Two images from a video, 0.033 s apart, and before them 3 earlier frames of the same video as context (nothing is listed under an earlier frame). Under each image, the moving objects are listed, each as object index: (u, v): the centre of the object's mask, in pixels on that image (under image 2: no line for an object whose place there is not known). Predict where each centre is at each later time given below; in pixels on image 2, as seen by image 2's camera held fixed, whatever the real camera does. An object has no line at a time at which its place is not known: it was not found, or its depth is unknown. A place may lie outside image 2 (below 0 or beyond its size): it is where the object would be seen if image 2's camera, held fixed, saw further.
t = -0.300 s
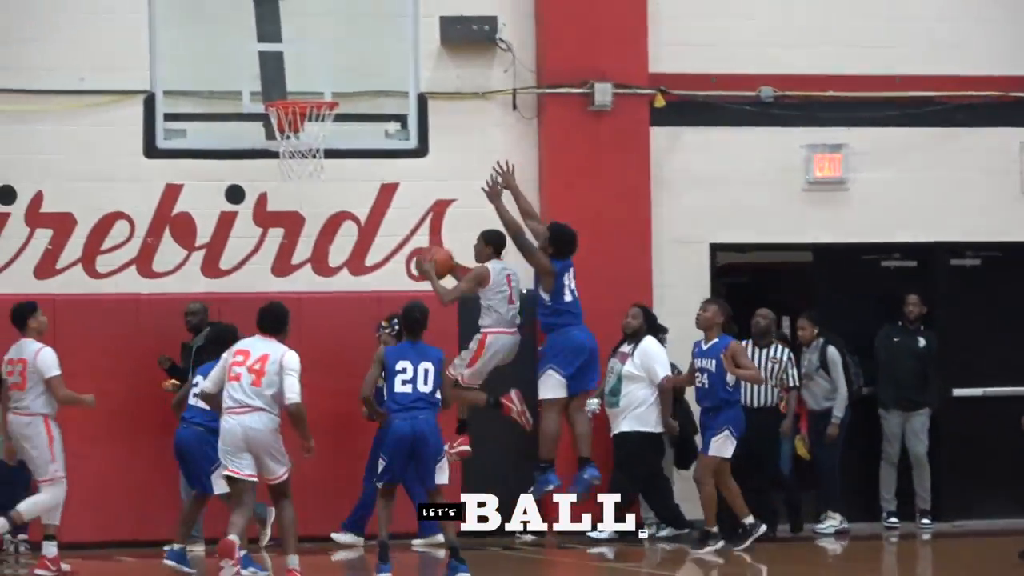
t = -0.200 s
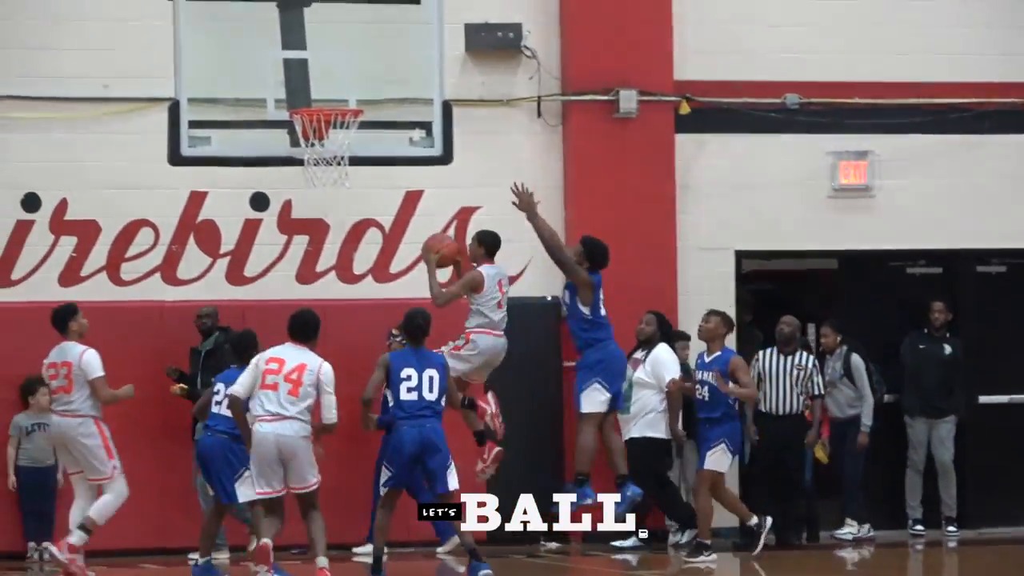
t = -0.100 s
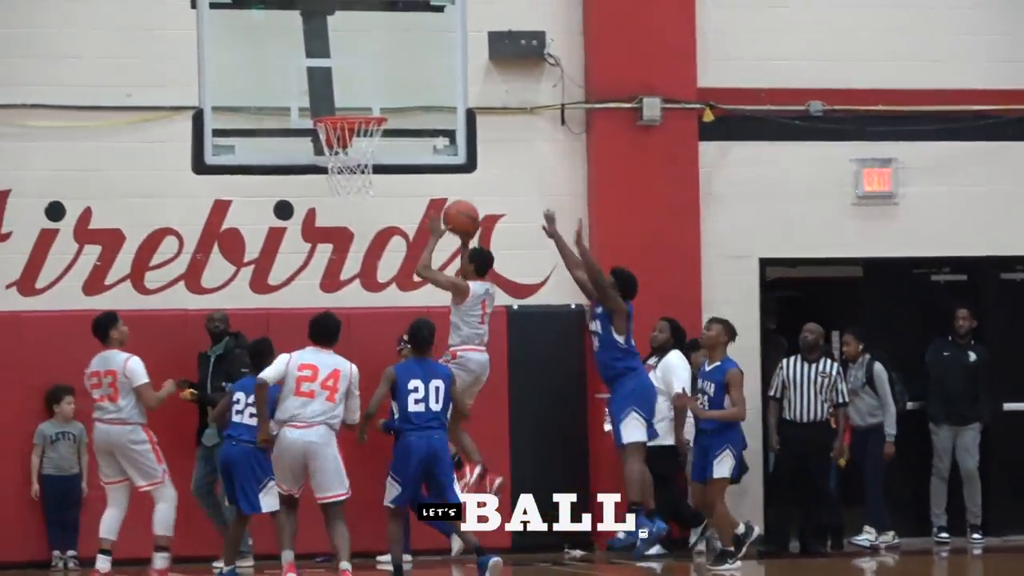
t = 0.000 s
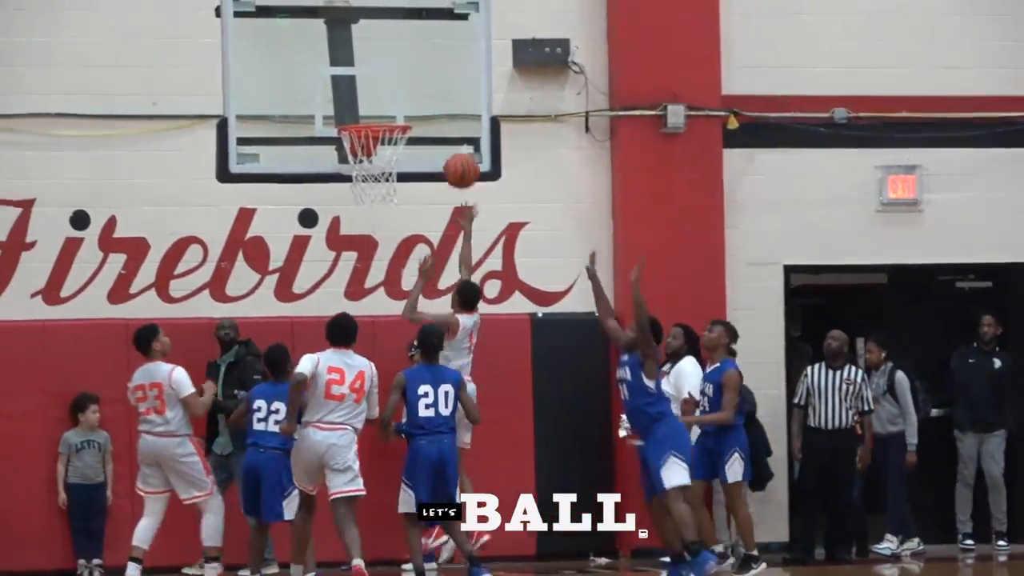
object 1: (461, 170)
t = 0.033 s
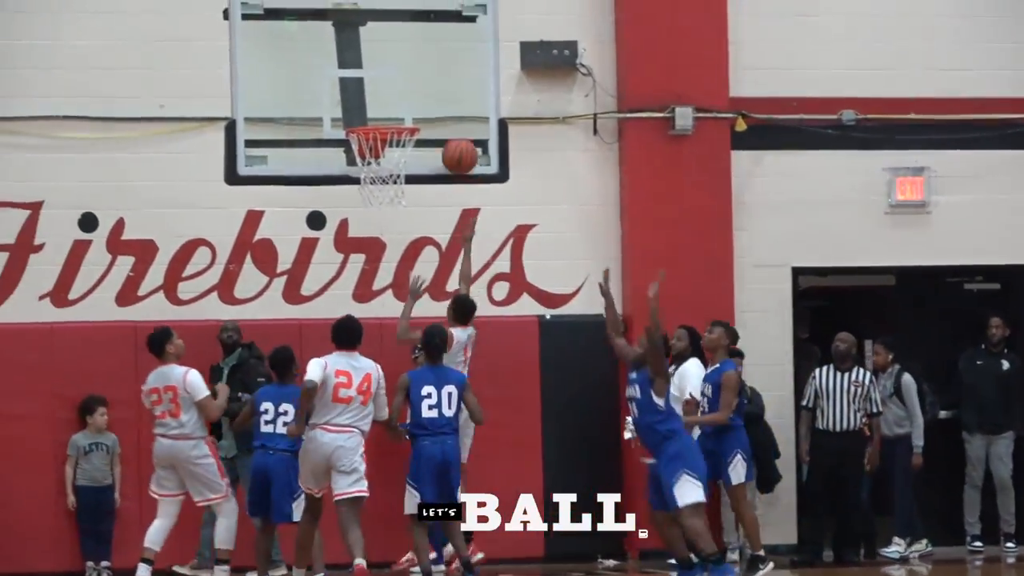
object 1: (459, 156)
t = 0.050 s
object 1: (455, 149)
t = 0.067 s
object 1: (449, 142)
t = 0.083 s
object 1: (445, 135)
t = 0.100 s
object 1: (441, 130)
